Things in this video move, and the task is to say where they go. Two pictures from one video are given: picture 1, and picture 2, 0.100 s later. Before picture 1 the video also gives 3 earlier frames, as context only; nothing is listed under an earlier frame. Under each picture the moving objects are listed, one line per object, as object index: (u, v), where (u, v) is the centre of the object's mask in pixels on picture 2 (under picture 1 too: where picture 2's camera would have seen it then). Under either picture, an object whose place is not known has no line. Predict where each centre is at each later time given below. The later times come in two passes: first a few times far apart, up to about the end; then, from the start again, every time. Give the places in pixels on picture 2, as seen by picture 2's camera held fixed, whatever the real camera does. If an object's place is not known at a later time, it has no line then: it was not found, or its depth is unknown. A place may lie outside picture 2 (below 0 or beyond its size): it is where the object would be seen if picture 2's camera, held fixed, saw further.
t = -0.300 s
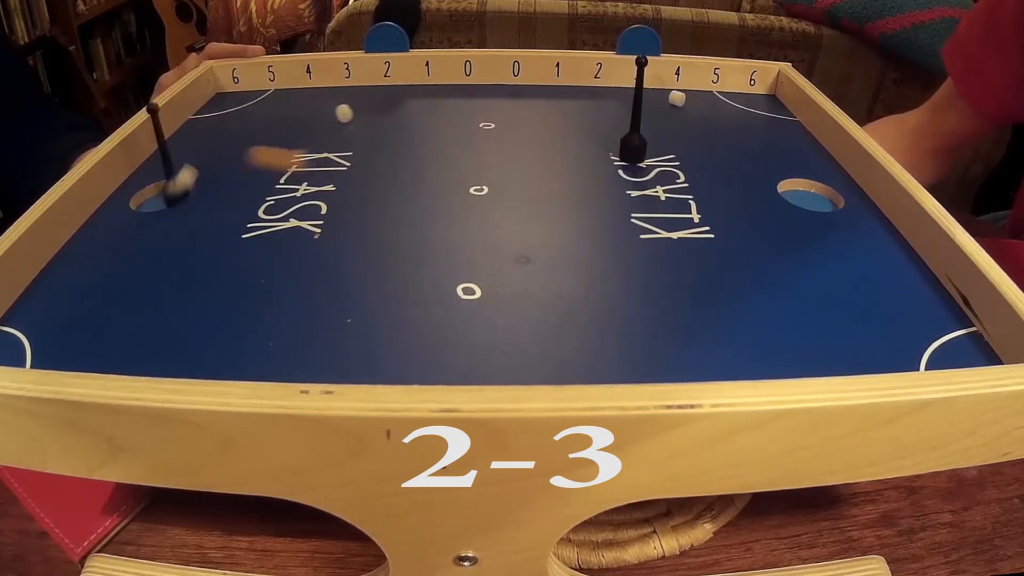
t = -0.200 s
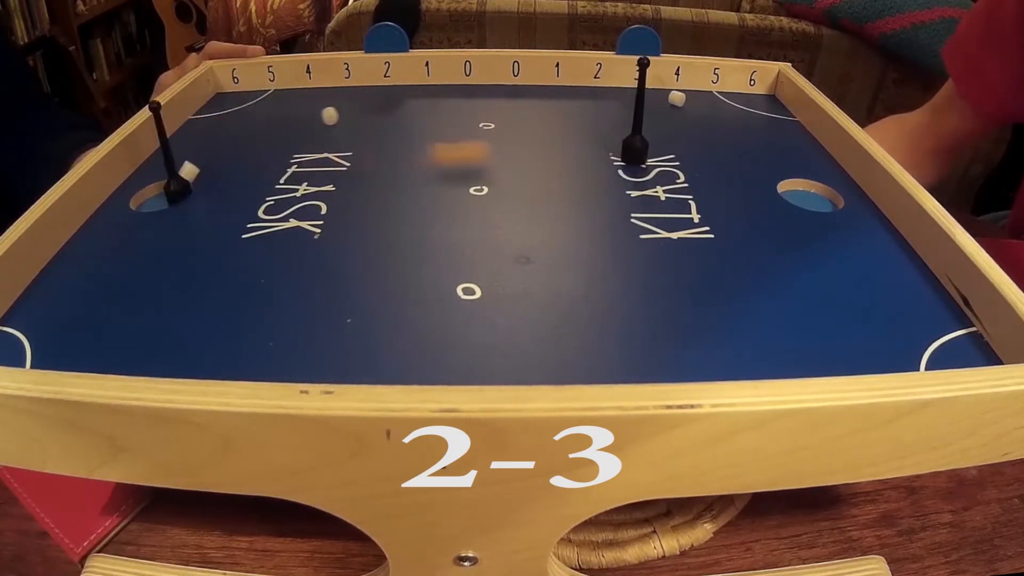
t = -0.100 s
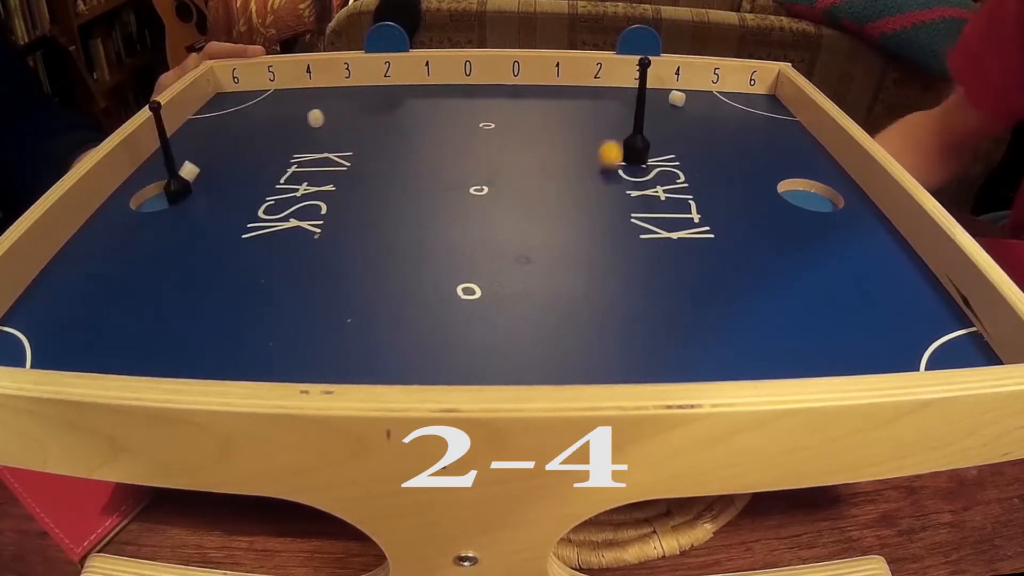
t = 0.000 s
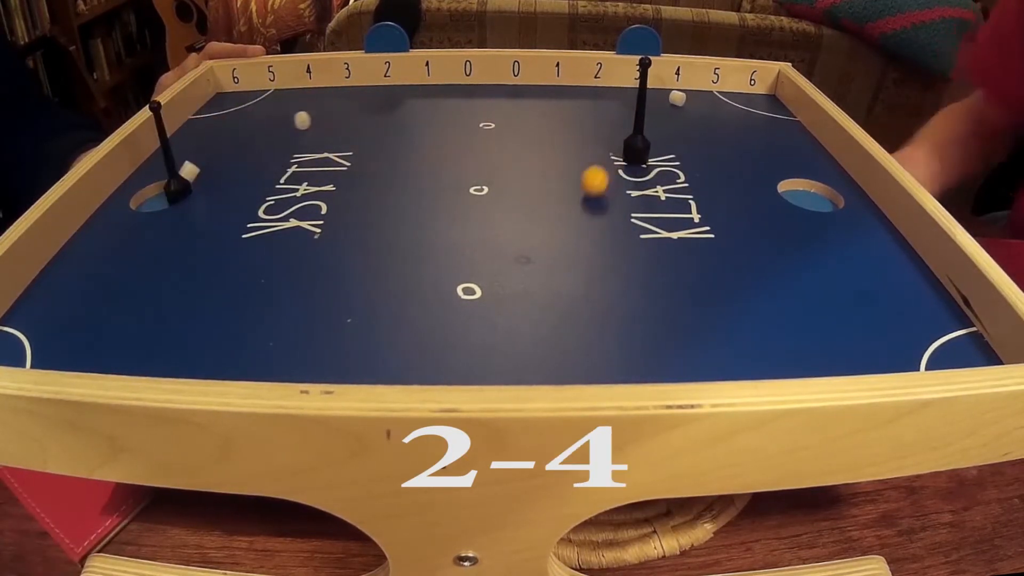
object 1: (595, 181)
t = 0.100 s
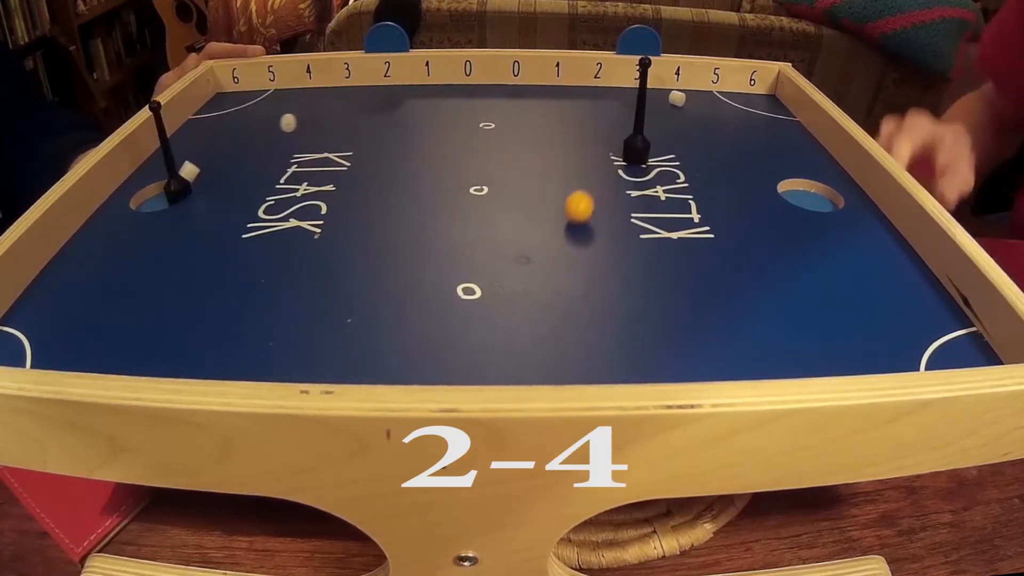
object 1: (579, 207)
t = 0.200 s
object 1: (567, 230)
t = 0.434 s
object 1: (541, 284)
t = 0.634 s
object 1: (515, 340)
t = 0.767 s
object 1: (498, 373)
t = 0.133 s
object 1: (575, 215)
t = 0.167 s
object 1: (571, 222)
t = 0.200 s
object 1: (567, 230)
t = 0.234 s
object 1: (563, 237)
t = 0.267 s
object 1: (560, 244)
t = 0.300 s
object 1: (556, 252)
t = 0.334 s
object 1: (553, 260)
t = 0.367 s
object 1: (548, 268)
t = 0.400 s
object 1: (545, 276)
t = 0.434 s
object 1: (541, 284)
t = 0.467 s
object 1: (537, 293)
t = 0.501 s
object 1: (533, 302)
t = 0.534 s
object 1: (529, 311)
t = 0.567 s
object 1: (524, 320)
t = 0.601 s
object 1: (520, 330)
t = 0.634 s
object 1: (515, 340)
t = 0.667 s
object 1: (511, 350)
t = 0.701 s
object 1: (507, 360)
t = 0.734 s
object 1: (502, 367)
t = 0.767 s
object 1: (498, 373)
